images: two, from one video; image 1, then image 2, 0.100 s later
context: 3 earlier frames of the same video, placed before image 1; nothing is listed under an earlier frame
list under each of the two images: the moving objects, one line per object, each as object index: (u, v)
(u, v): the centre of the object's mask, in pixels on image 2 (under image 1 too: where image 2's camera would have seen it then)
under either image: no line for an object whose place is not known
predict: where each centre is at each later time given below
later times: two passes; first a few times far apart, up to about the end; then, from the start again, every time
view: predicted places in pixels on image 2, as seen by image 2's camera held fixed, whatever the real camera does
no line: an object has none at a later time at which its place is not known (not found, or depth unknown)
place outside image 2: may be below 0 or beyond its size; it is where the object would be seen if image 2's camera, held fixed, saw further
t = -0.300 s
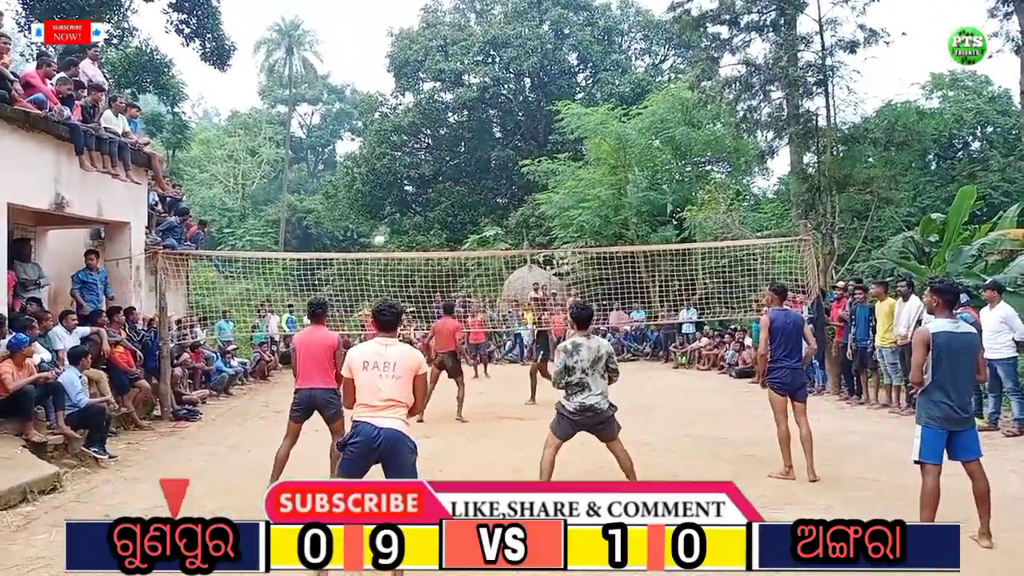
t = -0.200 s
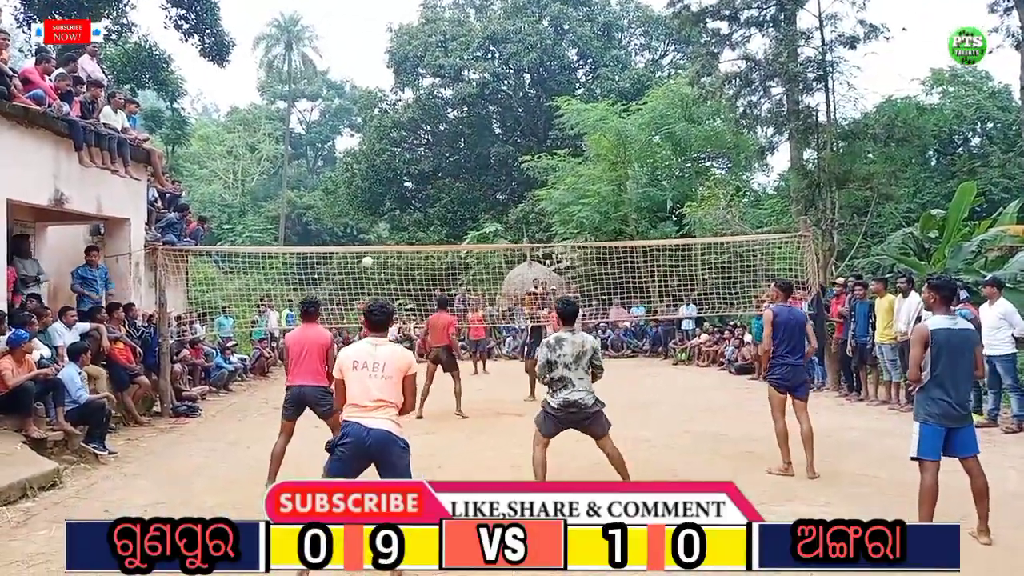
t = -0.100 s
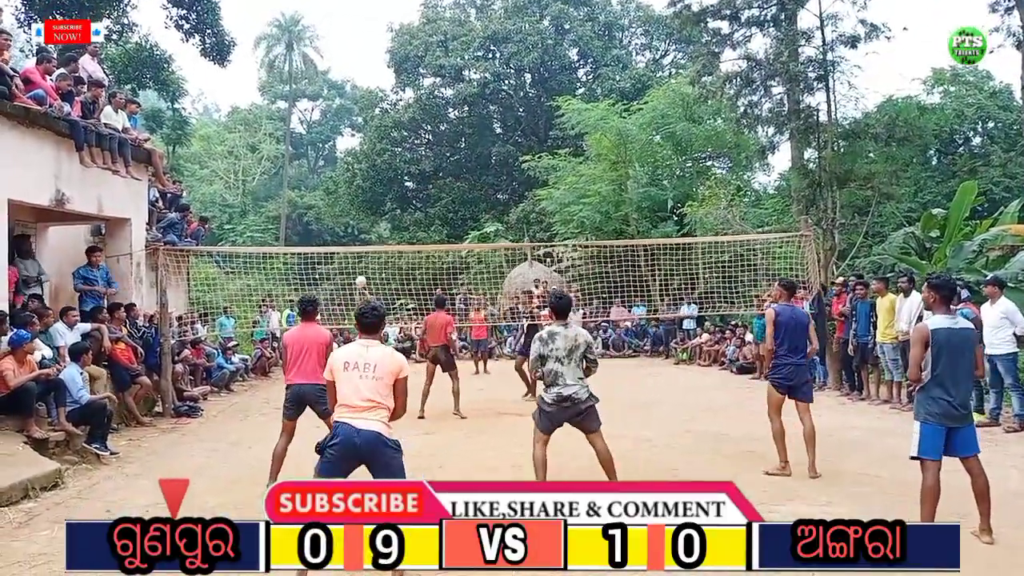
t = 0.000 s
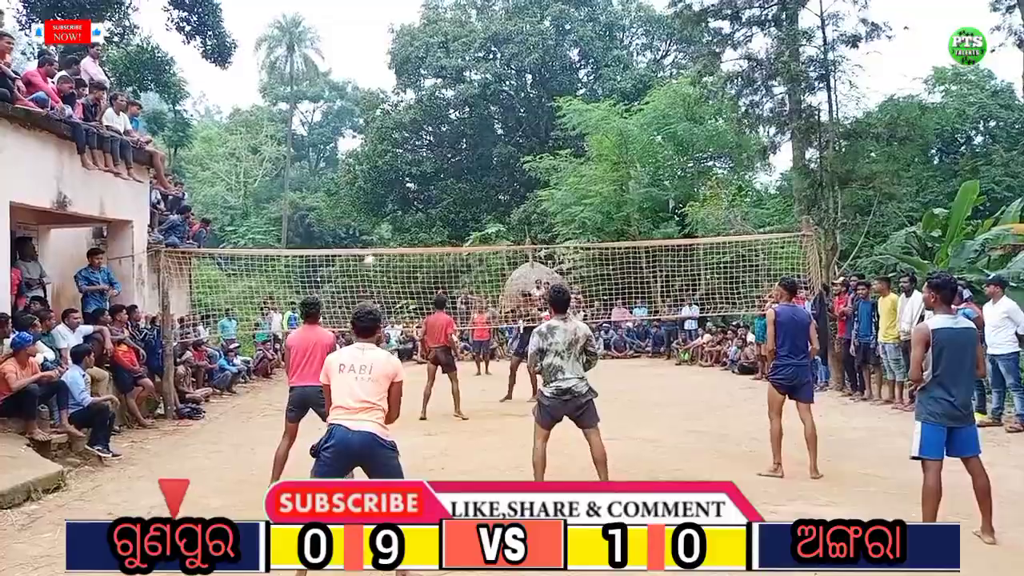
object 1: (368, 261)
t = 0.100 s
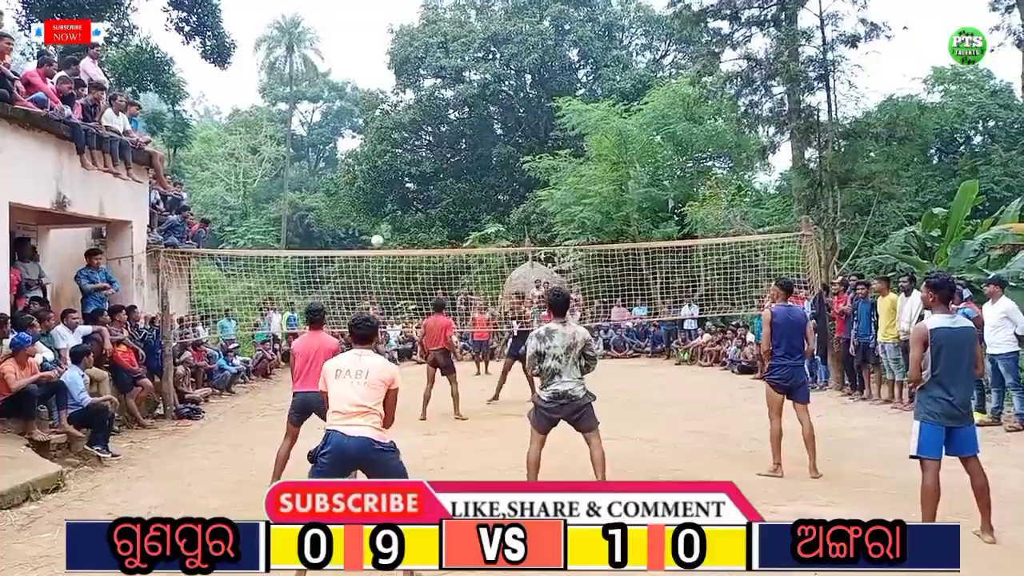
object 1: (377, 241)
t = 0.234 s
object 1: (390, 221)
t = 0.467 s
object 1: (419, 208)
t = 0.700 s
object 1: (462, 240)
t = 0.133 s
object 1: (380, 235)
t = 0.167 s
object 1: (384, 230)
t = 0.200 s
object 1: (386, 224)
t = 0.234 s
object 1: (390, 221)
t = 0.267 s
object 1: (393, 217)
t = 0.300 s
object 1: (397, 213)
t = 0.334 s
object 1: (401, 211)
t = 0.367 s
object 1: (405, 209)
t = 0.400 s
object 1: (410, 207)
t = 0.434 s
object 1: (414, 207)
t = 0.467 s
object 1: (419, 208)
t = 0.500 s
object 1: (424, 209)
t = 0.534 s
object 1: (429, 212)
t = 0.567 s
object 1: (435, 215)
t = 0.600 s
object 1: (441, 219)
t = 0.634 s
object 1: (448, 225)
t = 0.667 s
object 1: (455, 232)
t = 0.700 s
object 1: (462, 240)
